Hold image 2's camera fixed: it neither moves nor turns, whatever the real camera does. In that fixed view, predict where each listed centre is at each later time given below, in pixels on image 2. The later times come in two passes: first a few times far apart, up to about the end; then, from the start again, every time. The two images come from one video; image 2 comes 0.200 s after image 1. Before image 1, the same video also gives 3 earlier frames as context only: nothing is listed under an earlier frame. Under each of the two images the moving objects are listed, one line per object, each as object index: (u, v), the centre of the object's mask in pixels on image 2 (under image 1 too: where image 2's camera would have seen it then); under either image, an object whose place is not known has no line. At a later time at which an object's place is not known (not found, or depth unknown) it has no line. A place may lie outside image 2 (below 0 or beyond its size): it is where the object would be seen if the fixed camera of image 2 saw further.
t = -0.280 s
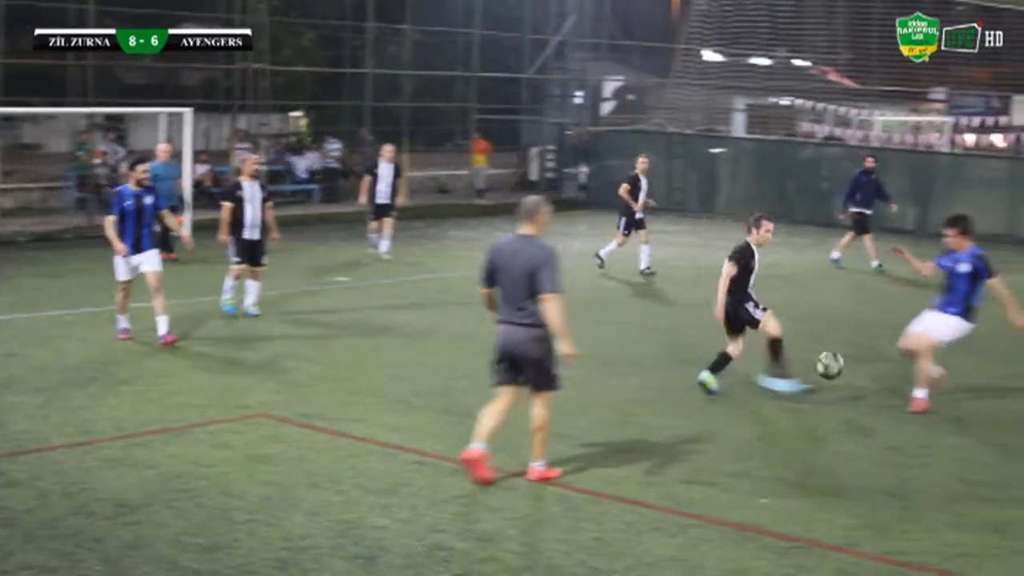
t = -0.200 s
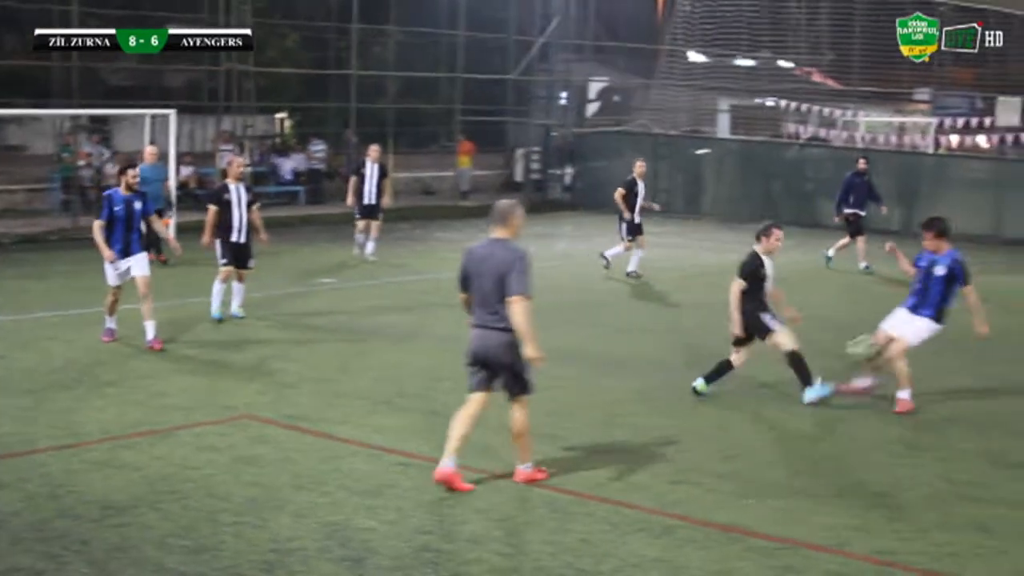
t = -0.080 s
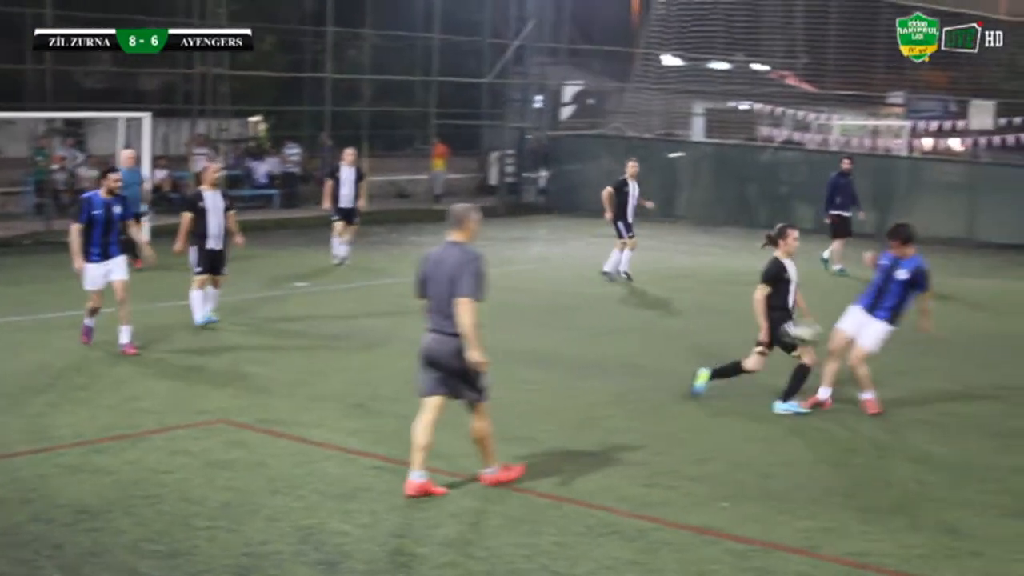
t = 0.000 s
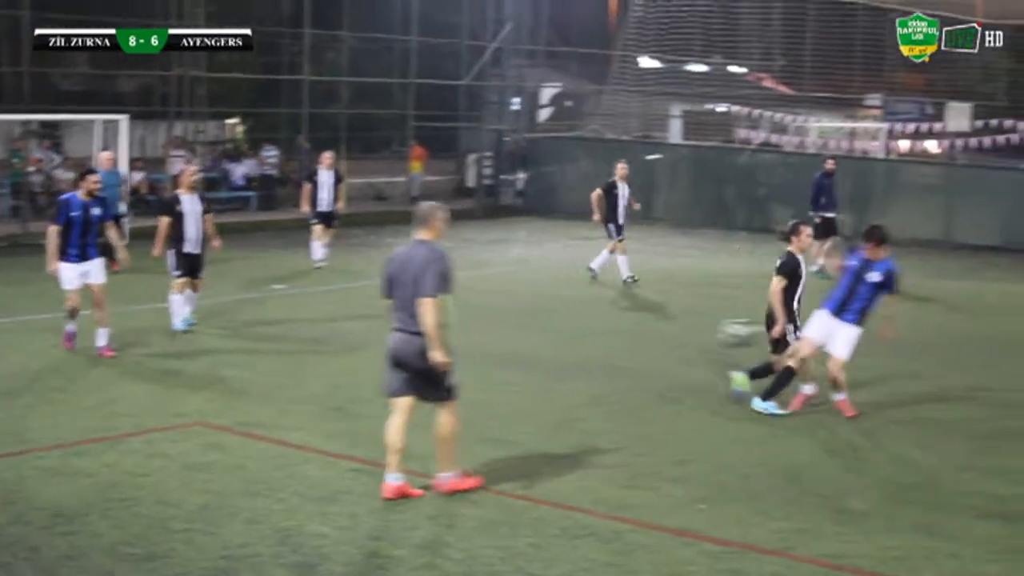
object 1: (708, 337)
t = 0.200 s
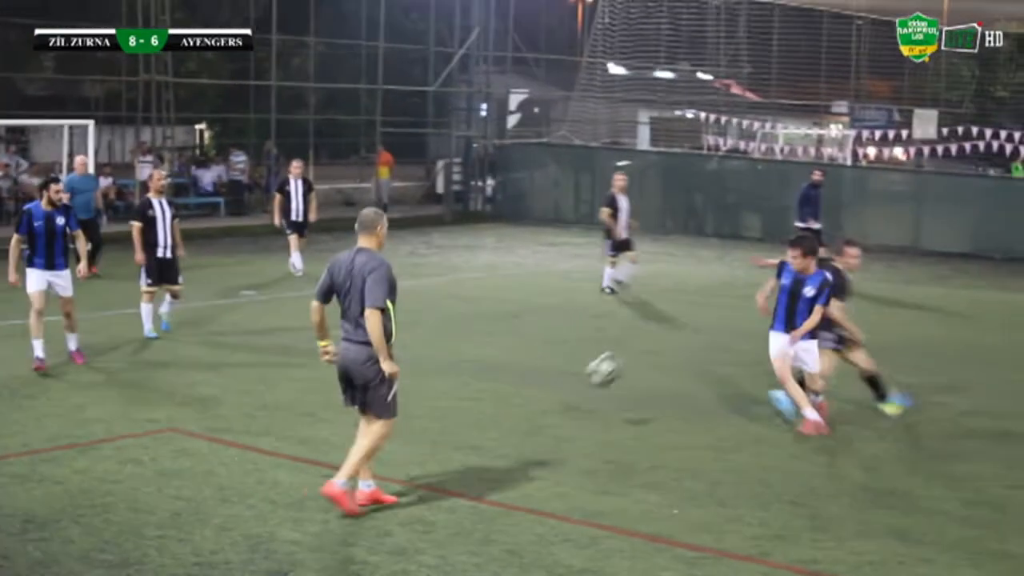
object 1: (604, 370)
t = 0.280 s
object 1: (561, 396)
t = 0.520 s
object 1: (494, 380)
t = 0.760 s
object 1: (449, 384)
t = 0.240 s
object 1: (582, 382)
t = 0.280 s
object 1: (561, 396)
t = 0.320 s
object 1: (538, 412)
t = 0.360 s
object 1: (524, 416)
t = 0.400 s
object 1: (516, 402)
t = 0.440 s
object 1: (509, 394)
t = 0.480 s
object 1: (502, 385)
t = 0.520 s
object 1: (494, 380)
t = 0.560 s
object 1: (486, 376)
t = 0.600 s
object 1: (479, 374)
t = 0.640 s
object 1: (472, 373)
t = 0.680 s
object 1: (464, 375)
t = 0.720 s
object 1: (456, 379)
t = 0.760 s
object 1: (449, 384)
